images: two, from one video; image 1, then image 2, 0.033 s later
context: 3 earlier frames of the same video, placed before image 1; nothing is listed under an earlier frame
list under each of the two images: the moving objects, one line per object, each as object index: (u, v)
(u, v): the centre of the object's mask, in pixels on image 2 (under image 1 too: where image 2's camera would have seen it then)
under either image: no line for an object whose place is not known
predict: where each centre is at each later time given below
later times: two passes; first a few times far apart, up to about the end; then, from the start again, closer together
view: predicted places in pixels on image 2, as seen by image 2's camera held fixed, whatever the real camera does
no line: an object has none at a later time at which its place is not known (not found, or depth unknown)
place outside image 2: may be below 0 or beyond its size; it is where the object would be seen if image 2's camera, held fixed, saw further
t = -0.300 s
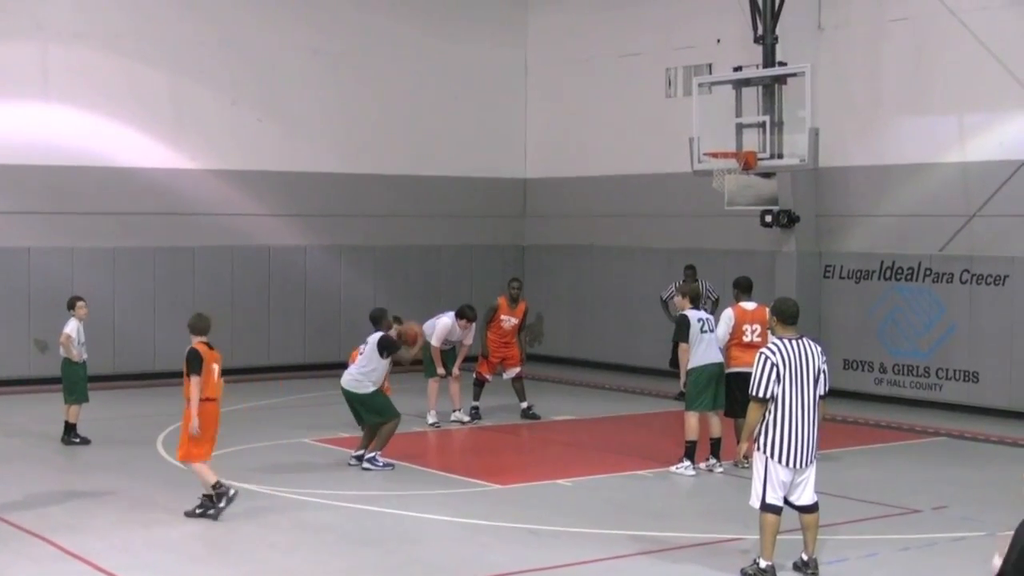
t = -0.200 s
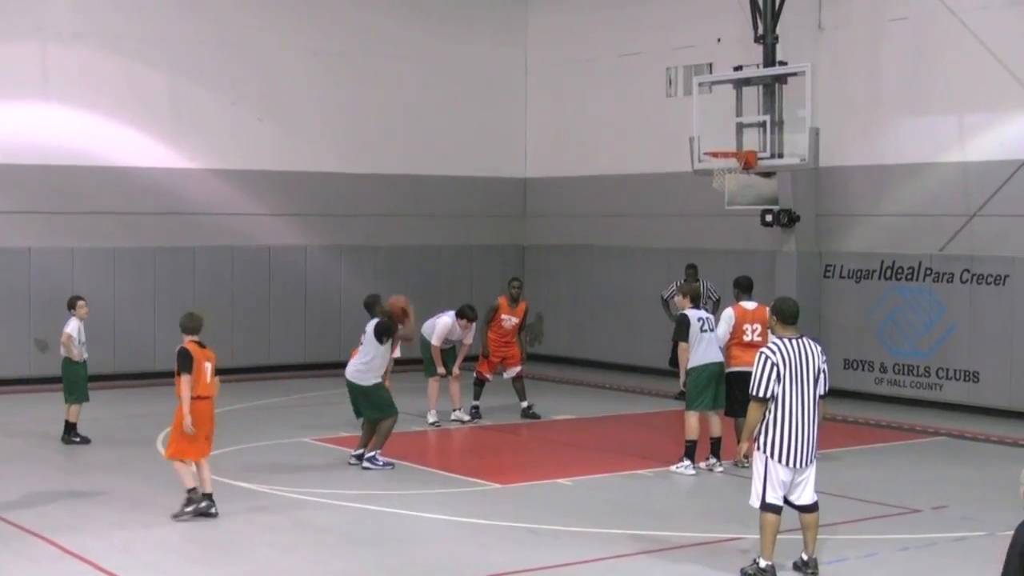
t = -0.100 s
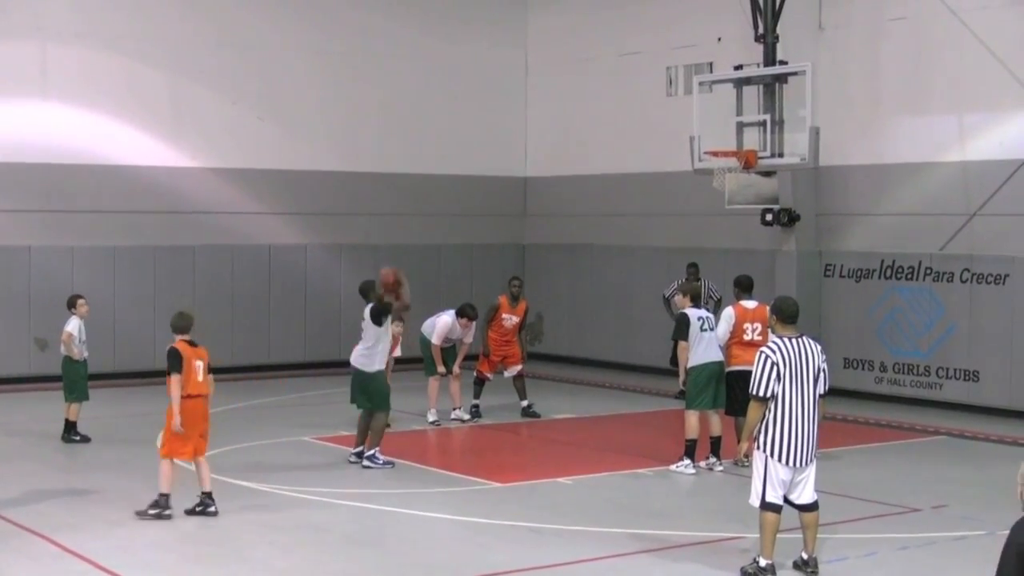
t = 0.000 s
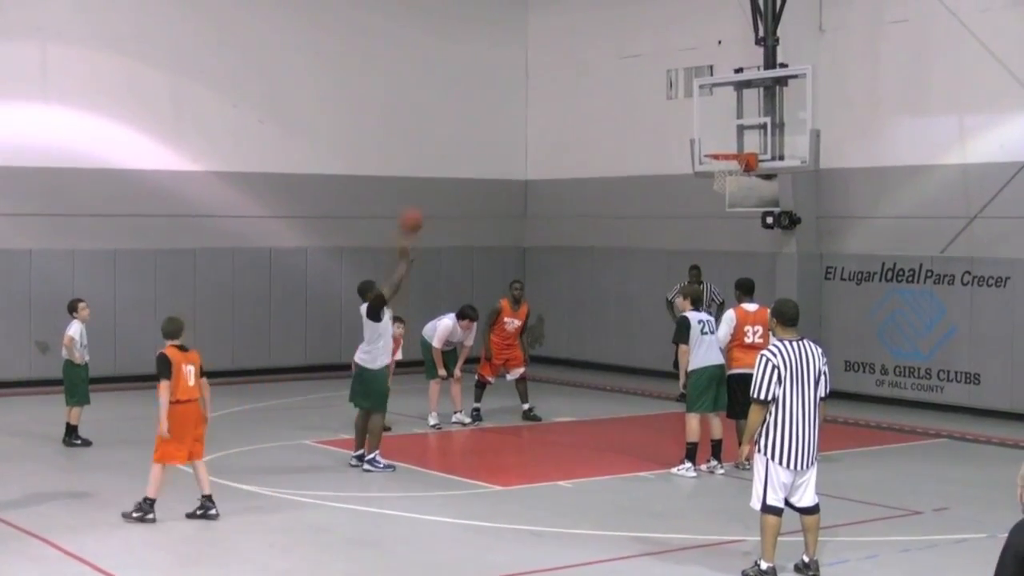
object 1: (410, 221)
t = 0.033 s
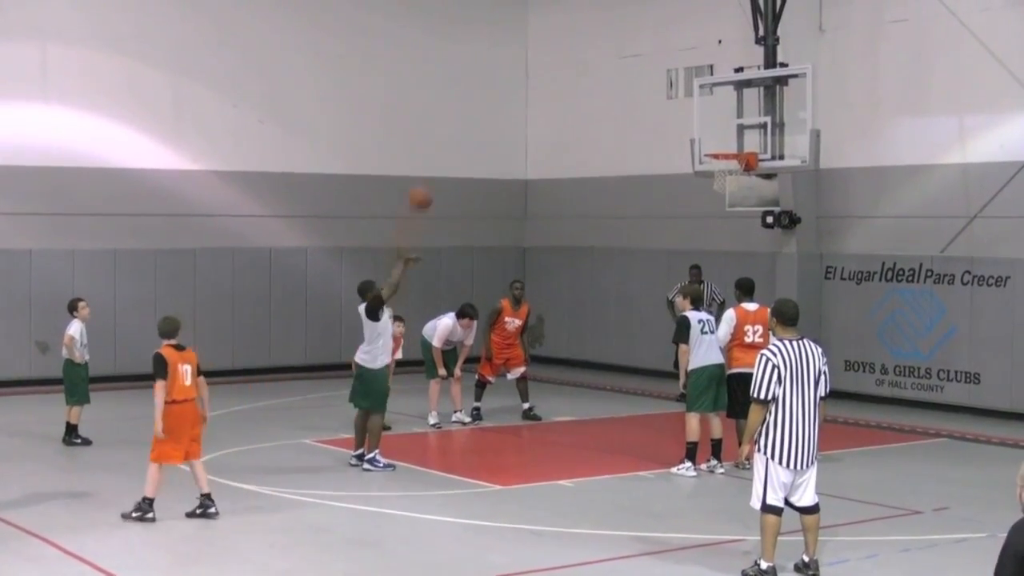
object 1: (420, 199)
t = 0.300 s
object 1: (492, 66)
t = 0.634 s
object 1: (574, 11)
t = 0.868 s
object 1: (626, 32)
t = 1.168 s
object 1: (687, 132)
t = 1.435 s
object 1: (617, 215)
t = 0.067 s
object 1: (430, 178)
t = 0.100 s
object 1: (438, 158)
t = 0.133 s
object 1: (448, 140)
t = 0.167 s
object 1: (457, 122)
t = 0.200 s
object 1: (465, 106)
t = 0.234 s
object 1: (474, 92)
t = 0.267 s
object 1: (483, 78)
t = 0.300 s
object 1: (492, 66)
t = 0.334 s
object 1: (501, 56)
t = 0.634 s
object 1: (574, 11)
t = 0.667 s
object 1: (581, 11)
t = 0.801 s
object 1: (611, 20)
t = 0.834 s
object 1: (619, 26)
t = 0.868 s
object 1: (626, 32)
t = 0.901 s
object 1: (633, 40)
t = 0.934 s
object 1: (640, 48)
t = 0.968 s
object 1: (647, 57)
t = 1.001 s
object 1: (654, 68)
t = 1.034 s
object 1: (660, 79)
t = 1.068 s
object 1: (667, 91)
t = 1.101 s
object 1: (674, 104)
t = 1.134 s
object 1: (681, 118)
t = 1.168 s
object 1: (687, 132)
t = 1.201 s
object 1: (693, 148)
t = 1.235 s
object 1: (687, 157)
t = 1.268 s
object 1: (674, 165)
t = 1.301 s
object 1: (663, 173)
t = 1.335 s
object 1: (651, 183)
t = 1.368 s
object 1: (639, 193)
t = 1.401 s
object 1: (628, 204)
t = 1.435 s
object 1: (617, 215)
